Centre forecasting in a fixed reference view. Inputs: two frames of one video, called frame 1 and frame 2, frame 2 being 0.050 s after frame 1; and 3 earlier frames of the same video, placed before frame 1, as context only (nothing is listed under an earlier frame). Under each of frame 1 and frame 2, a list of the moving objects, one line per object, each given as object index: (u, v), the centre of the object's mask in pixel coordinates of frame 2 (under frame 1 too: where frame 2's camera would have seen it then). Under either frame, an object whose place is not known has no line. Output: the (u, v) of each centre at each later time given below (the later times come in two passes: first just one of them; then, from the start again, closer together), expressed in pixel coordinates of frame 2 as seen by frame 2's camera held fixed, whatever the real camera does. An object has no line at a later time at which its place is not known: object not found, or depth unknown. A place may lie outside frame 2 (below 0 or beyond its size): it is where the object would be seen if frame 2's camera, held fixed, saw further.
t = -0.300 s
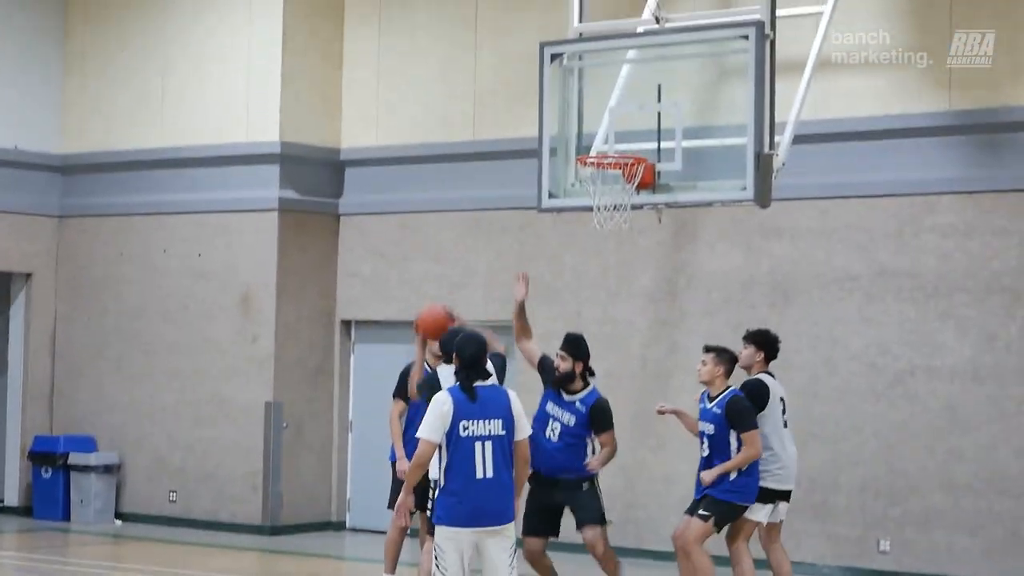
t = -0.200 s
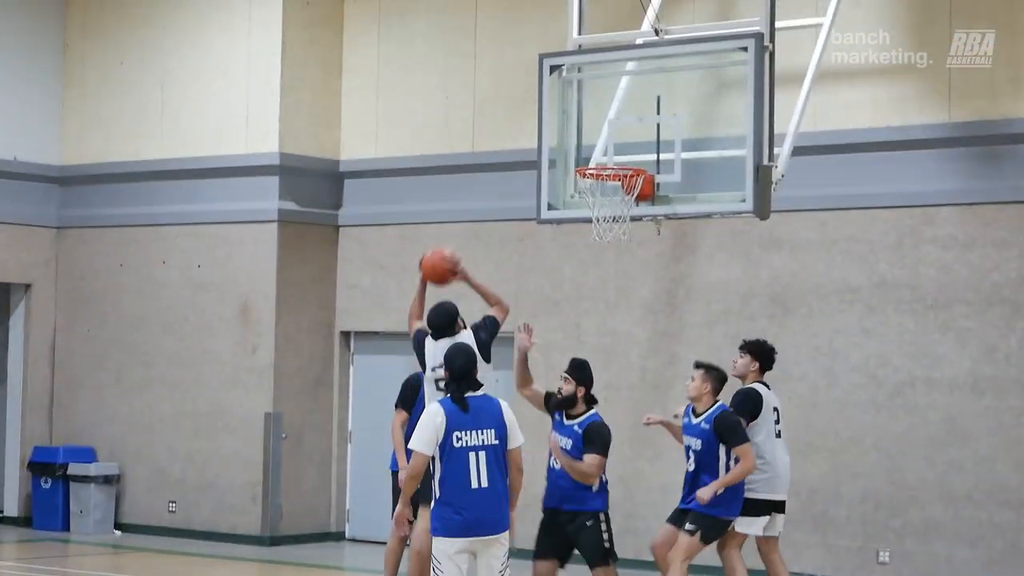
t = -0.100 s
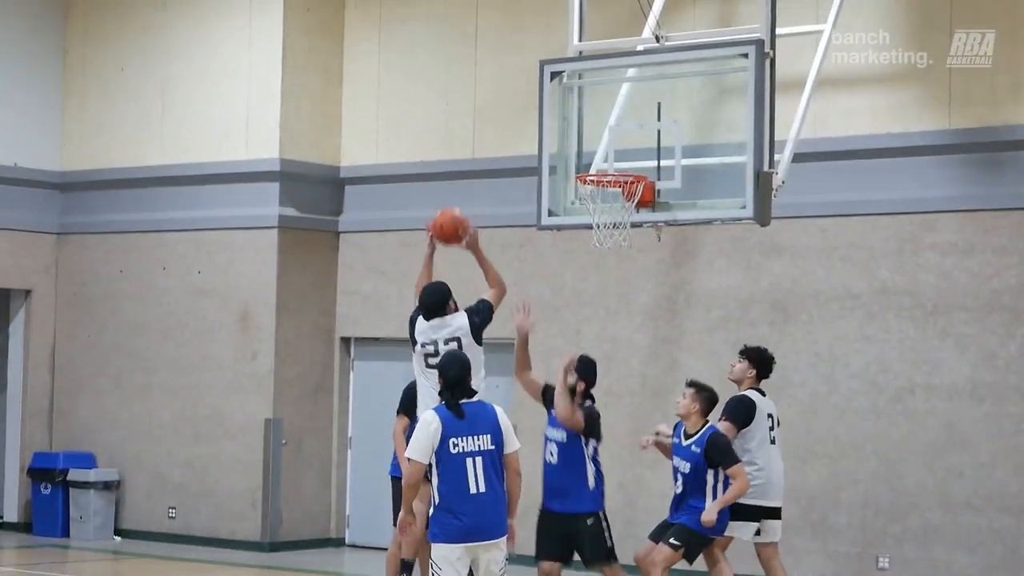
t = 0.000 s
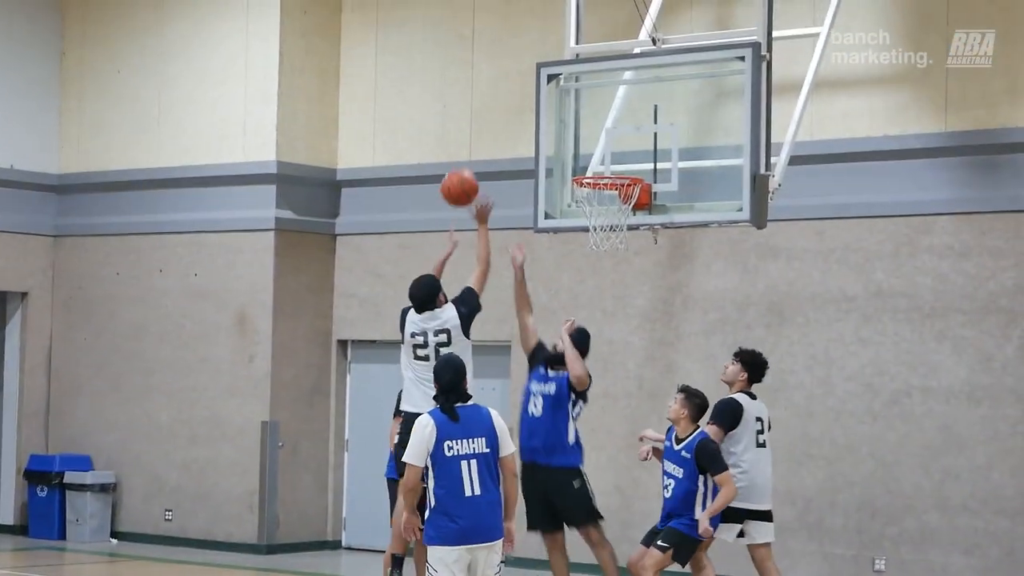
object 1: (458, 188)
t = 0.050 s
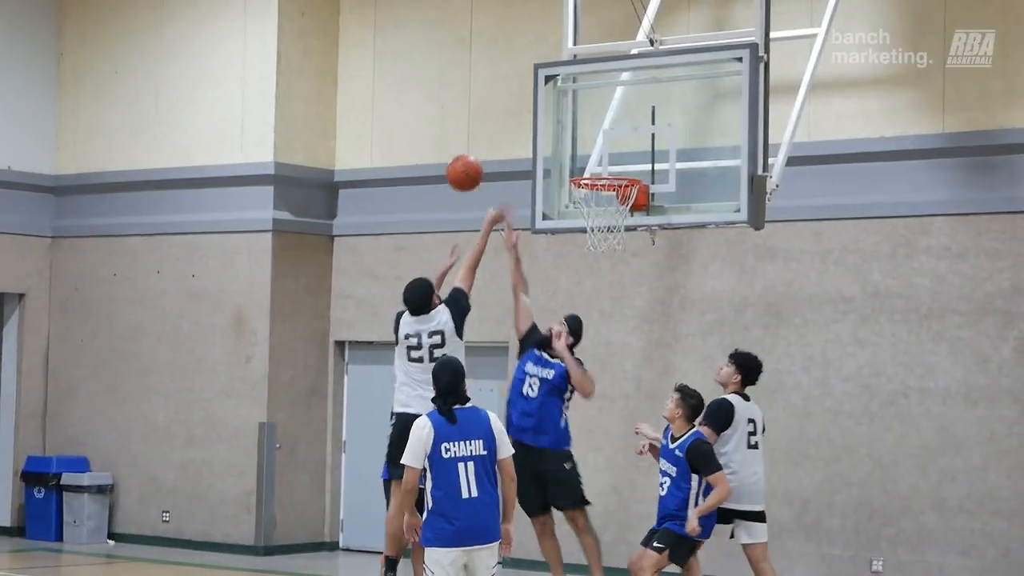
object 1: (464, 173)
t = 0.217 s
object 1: (487, 147)
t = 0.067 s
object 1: (466, 168)
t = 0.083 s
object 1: (469, 164)
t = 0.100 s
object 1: (470, 160)
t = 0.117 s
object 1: (473, 158)
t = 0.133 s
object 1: (475, 156)
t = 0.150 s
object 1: (478, 153)
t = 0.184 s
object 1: (482, 149)
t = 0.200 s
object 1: (484, 147)
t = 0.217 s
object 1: (487, 147)
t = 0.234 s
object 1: (488, 146)
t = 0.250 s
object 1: (491, 146)
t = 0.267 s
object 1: (492, 146)
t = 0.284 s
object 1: (495, 147)
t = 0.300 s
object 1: (496, 148)
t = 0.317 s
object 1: (499, 149)
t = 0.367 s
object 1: (505, 157)
